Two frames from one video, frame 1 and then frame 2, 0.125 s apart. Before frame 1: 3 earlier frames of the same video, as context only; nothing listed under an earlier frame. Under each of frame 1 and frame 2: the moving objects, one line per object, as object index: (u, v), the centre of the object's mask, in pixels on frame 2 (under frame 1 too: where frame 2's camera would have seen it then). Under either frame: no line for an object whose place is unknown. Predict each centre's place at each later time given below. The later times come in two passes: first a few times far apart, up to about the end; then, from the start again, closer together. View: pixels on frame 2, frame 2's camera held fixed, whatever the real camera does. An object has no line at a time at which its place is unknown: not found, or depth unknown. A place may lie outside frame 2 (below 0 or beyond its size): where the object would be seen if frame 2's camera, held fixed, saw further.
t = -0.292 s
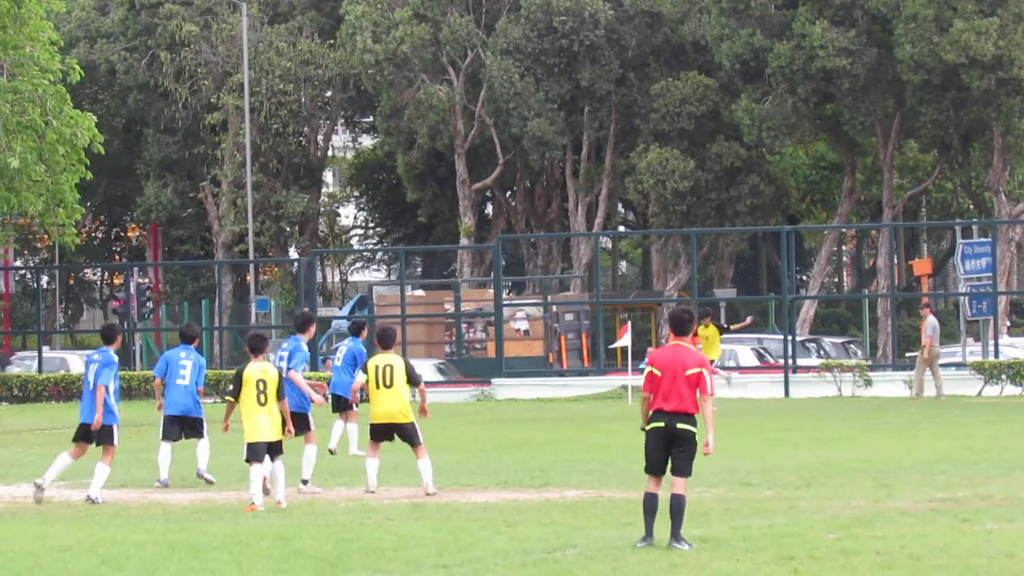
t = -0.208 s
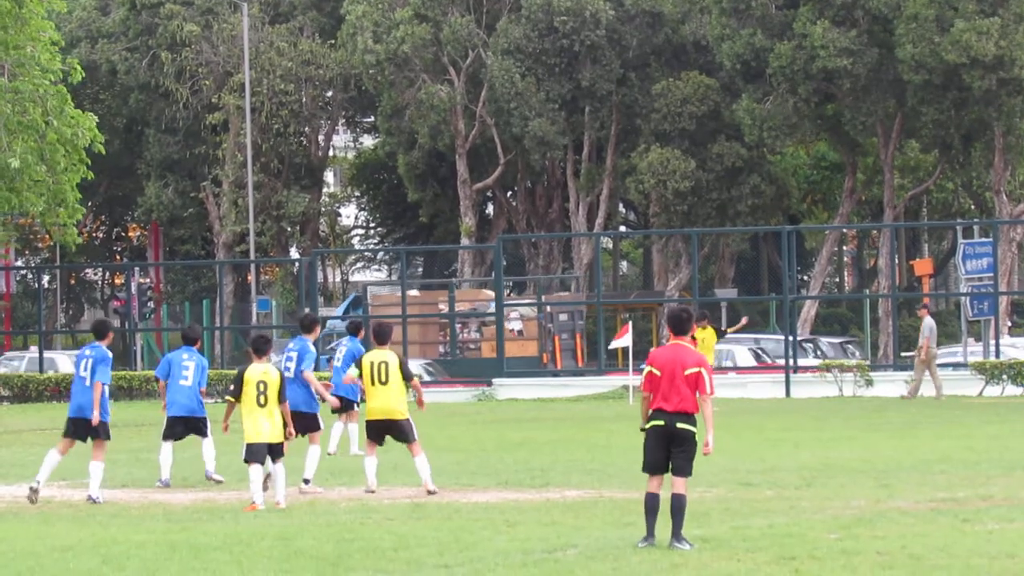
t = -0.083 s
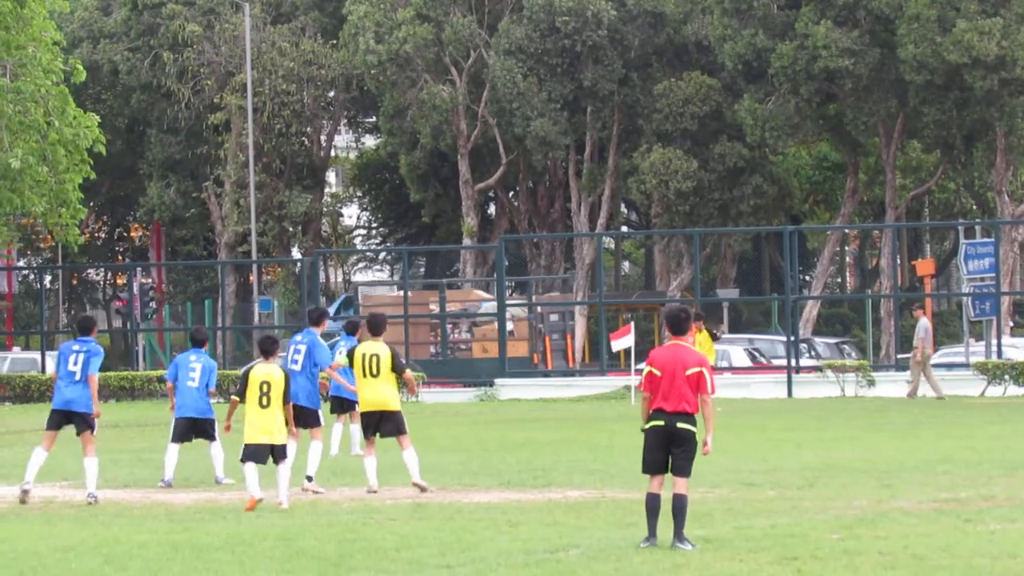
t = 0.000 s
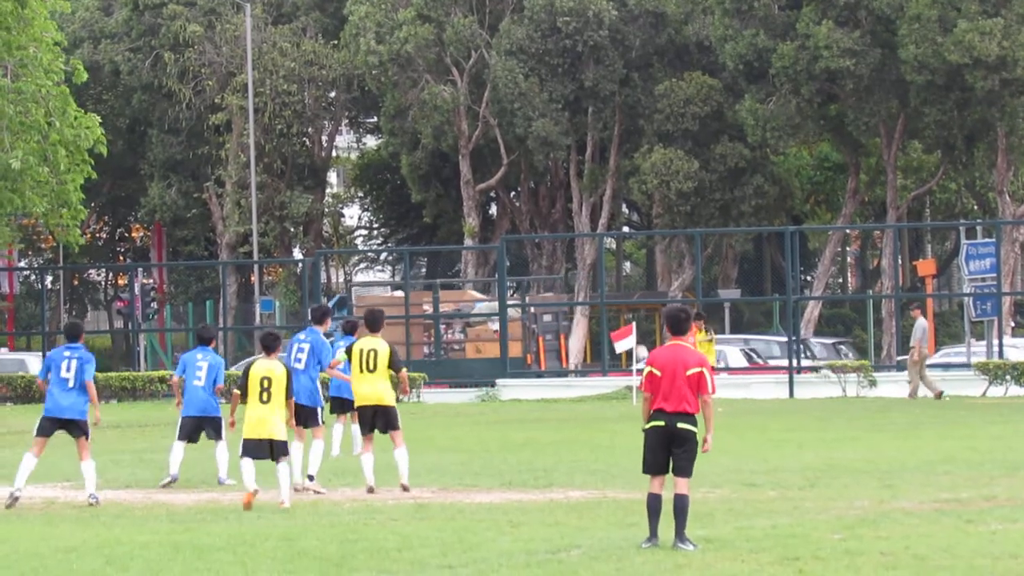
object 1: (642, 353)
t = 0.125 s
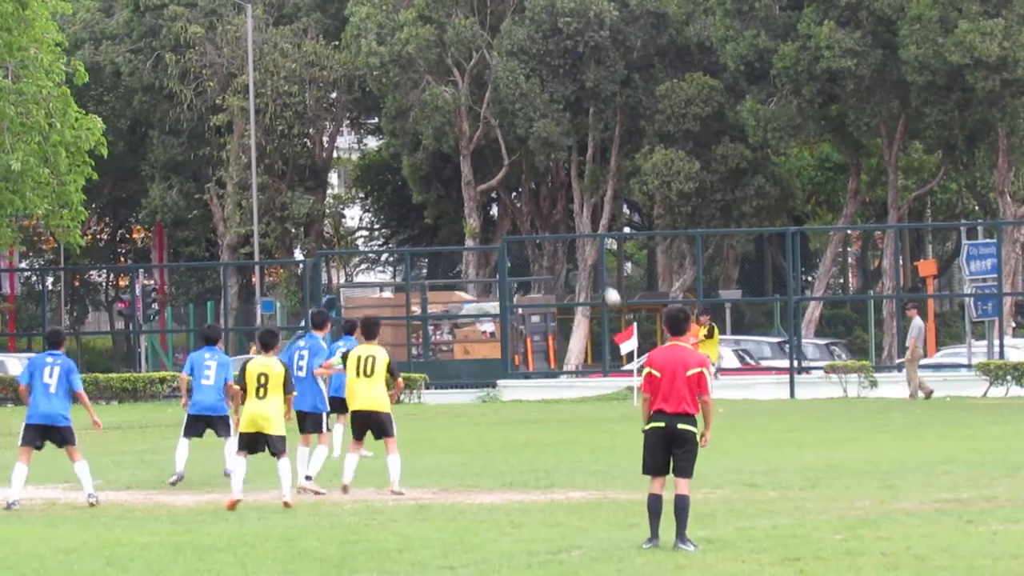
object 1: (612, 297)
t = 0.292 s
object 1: (573, 224)
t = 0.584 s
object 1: (506, 116)
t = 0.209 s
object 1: (593, 259)
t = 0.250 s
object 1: (582, 241)
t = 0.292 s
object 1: (573, 224)
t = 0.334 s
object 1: (563, 207)
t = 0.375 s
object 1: (555, 191)
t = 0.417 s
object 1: (545, 175)
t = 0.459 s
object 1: (535, 159)
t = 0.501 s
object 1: (525, 144)
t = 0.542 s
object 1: (516, 130)
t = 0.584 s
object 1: (506, 116)
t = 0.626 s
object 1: (496, 103)
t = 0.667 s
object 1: (486, 90)
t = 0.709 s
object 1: (476, 79)
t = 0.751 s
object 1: (466, 67)
